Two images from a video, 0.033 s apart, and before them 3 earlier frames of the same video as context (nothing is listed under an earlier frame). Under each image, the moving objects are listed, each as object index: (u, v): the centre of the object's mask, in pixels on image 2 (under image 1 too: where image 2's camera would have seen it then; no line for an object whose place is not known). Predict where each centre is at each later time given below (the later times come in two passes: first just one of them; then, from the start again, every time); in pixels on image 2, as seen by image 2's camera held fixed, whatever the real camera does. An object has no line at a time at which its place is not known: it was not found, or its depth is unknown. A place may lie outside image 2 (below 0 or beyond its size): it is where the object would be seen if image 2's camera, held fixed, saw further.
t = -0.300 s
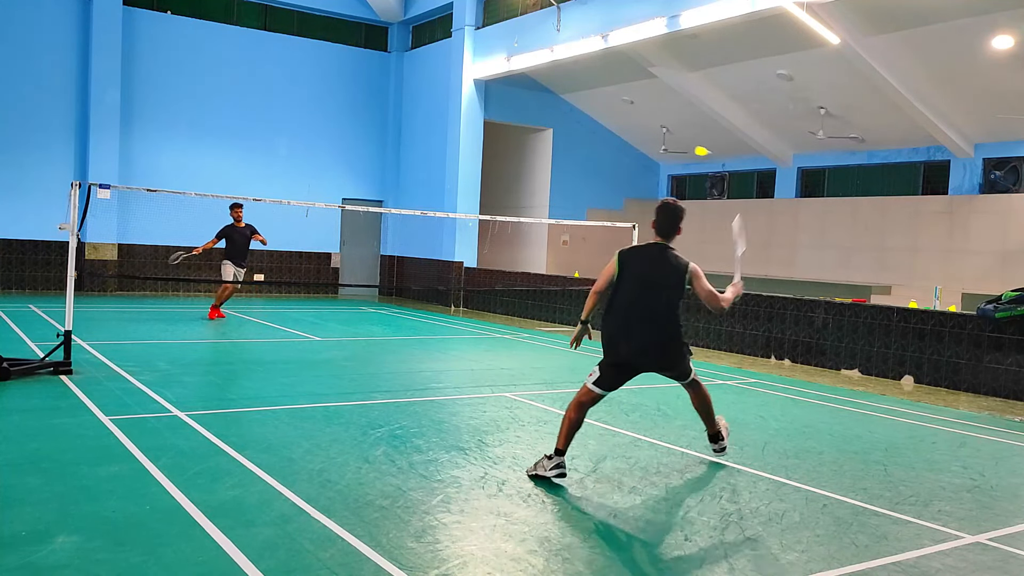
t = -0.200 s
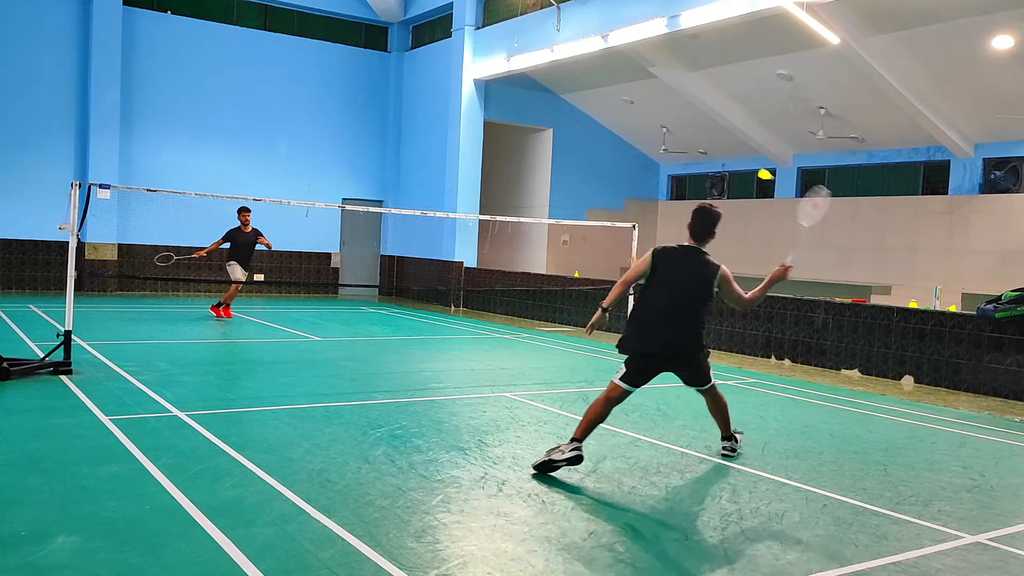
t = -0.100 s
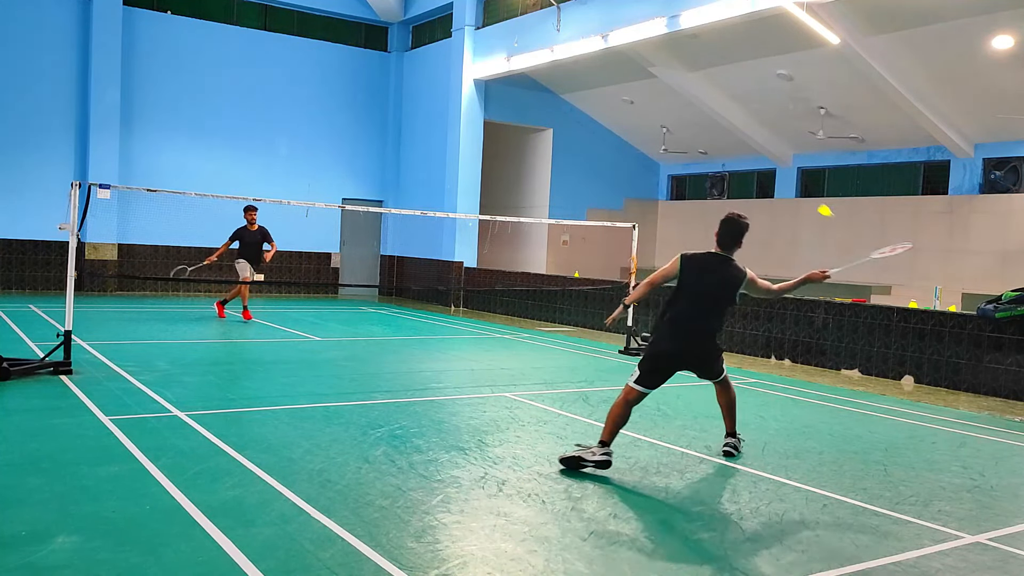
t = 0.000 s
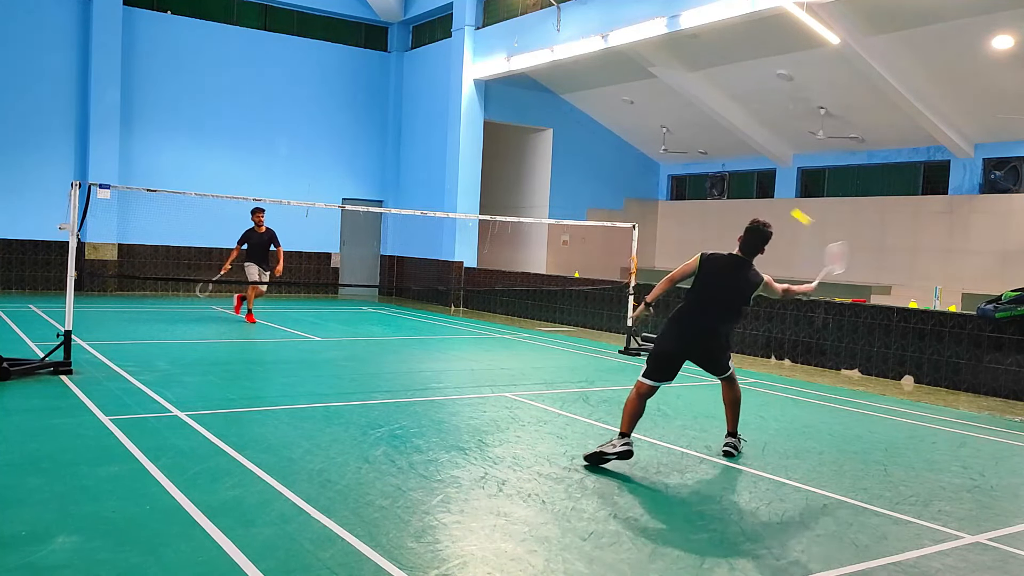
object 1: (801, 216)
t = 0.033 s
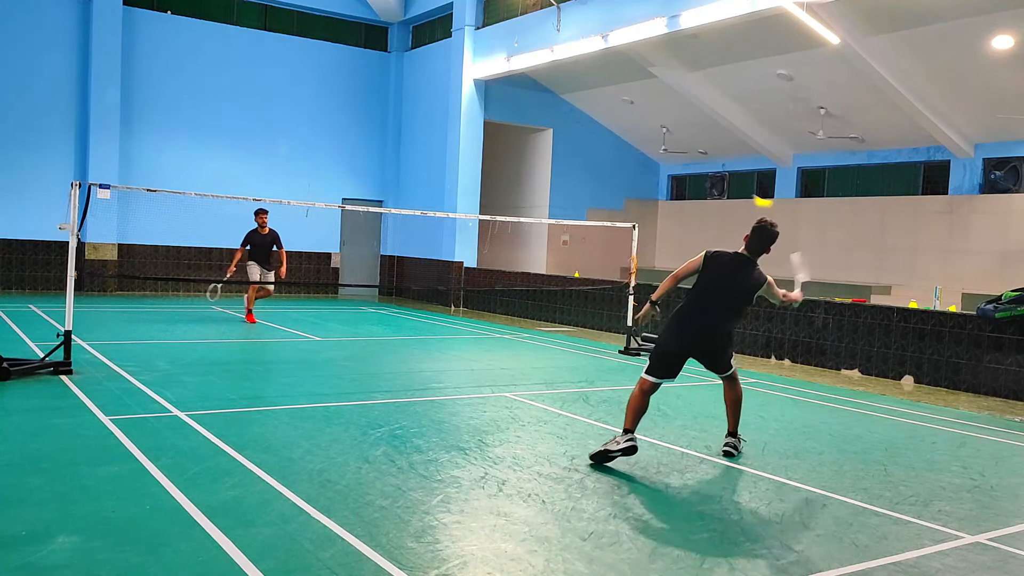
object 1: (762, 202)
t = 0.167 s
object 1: (648, 156)
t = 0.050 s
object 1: (741, 194)
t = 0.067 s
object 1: (724, 187)
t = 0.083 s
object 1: (708, 180)
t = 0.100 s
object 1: (696, 174)
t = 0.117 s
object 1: (682, 166)
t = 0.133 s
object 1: (669, 160)
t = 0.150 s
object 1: (658, 158)
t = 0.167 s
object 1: (648, 156)
